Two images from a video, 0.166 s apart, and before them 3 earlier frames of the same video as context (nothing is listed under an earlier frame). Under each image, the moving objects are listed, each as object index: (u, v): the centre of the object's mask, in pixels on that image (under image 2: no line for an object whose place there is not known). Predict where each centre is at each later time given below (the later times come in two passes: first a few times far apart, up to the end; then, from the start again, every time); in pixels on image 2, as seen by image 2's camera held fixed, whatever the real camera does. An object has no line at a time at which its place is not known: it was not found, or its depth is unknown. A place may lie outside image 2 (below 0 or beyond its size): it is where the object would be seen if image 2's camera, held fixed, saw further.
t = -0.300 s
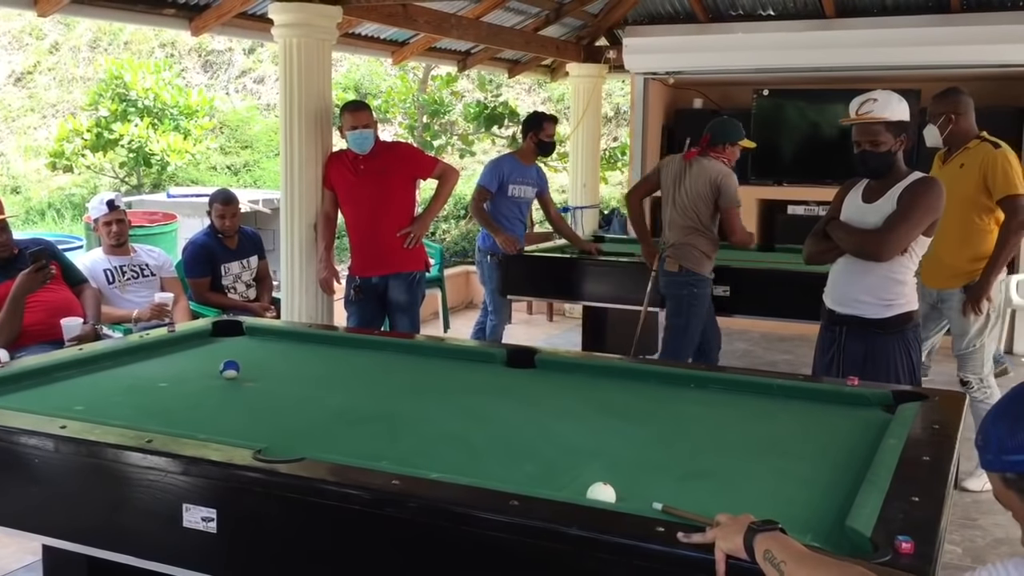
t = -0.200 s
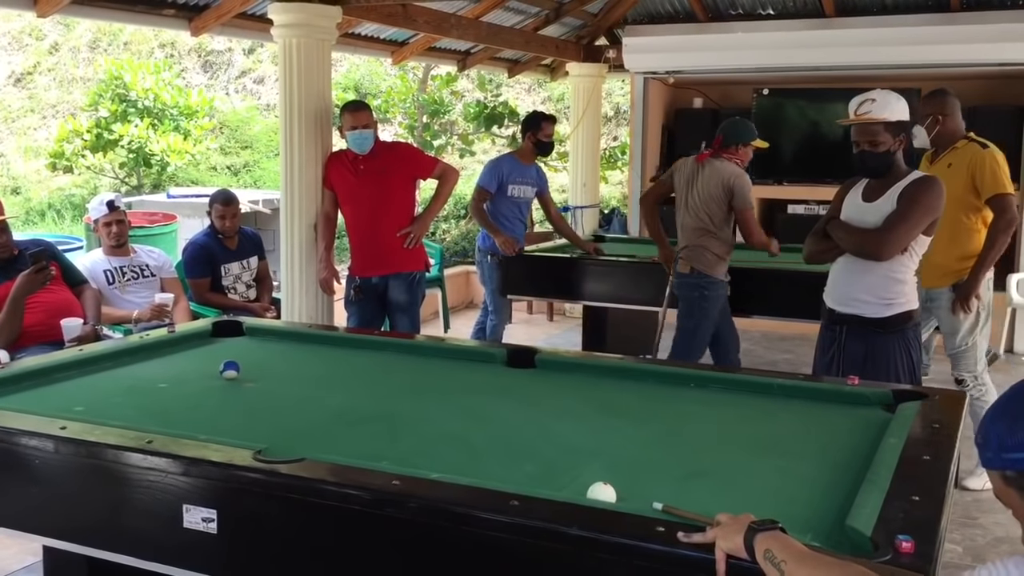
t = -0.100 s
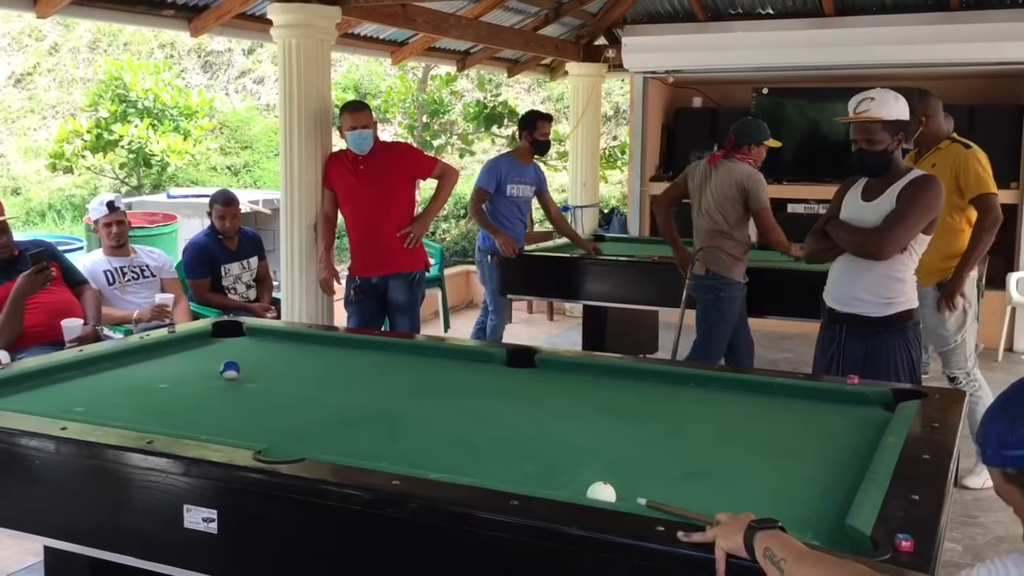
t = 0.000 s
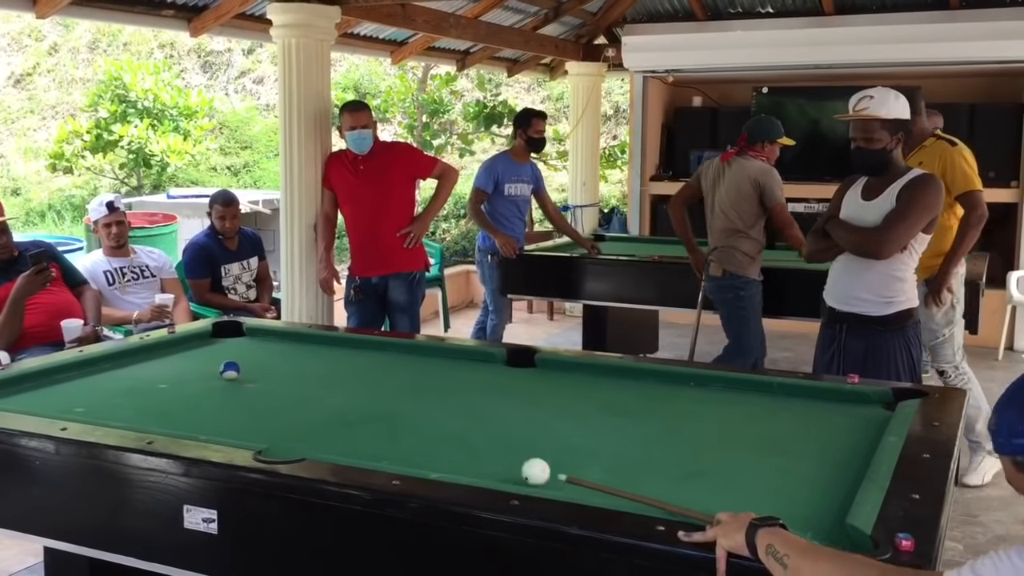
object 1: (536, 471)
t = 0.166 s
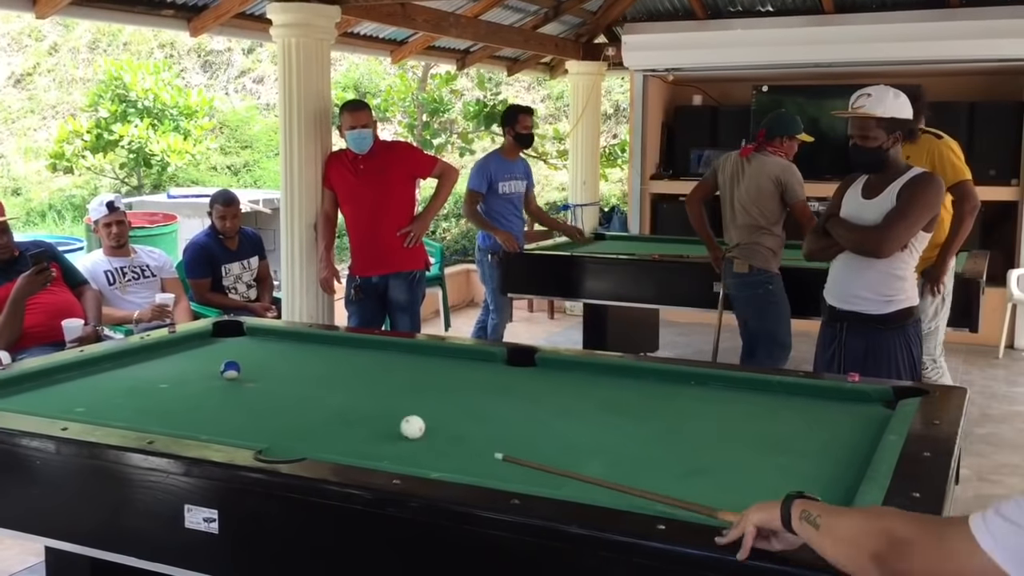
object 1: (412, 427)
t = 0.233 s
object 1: (371, 412)
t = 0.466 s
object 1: (256, 371)
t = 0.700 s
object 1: (254, 341)
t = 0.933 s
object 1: (210, 335)
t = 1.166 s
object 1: (191, 345)
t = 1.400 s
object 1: (177, 356)
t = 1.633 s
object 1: (161, 367)
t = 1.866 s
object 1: (144, 379)
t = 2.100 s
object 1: (124, 389)
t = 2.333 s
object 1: (105, 407)
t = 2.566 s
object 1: (101, 414)
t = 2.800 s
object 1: (143, 414)
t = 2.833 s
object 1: (148, 413)
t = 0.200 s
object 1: (391, 420)
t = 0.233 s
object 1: (371, 412)
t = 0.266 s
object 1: (353, 406)
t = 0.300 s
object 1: (334, 399)
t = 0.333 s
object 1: (318, 393)
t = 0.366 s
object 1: (301, 388)
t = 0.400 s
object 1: (285, 382)
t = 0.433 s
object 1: (270, 376)
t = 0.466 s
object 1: (256, 371)
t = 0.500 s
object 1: (252, 367)
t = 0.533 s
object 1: (254, 362)
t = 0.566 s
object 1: (256, 357)
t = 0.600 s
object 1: (256, 353)
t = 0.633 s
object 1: (255, 349)
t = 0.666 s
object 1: (255, 345)
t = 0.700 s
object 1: (254, 341)
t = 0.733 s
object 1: (254, 337)
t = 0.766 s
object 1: (253, 333)
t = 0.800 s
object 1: (250, 331)
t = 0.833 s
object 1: (239, 332)
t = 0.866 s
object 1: (229, 333)
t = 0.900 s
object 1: (219, 334)
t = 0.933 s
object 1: (210, 335)
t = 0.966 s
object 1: (203, 336)
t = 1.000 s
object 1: (201, 337)
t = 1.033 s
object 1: (199, 339)
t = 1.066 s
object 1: (197, 340)
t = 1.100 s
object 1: (195, 342)
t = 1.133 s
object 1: (193, 343)
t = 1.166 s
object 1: (191, 345)
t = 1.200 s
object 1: (189, 346)
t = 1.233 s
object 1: (187, 348)
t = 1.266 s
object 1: (185, 349)
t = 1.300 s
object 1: (183, 351)
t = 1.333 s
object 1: (181, 352)
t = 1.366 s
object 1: (179, 354)
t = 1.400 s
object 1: (177, 356)
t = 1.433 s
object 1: (174, 357)
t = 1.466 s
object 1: (172, 359)
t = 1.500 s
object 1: (170, 360)
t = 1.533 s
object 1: (168, 362)
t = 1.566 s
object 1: (166, 364)
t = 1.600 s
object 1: (163, 365)
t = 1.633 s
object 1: (161, 367)
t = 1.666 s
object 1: (159, 369)
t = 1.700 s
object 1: (156, 370)
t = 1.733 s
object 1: (153, 372)
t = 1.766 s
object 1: (151, 374)
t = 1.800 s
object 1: (149, 376)
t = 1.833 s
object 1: (146, 378)
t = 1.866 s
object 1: (144, 379)
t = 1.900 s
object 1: (141, 381)
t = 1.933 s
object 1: (139, 383)
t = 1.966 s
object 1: (136, 385)
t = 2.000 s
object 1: (134, 386)
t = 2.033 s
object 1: (132, 386)
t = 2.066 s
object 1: (128, 387)
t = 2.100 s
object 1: (124, 389)
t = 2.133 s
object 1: (121, 393)
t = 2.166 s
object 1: (120, 396)
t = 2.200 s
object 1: (116, 398)
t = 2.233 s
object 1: (114, 400)
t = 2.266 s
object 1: (111, 403)
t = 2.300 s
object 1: (108, 405)
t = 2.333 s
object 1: (105, 407)
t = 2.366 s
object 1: (102, 409)
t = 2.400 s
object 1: (100, 410)
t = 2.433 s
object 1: (97, 411)
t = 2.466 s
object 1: (94, 412)
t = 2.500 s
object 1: (92, 413)
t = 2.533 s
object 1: (95, 414)
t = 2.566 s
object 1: (101, 414)
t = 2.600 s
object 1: (107, 414)
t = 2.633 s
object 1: (113, 414)
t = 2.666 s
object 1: (119, 414)
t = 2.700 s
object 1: (125, 414)
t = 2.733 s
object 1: (131, 414)
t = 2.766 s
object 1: (137, 414)
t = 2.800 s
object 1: (143, 414)
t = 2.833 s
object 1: (148, 413)
